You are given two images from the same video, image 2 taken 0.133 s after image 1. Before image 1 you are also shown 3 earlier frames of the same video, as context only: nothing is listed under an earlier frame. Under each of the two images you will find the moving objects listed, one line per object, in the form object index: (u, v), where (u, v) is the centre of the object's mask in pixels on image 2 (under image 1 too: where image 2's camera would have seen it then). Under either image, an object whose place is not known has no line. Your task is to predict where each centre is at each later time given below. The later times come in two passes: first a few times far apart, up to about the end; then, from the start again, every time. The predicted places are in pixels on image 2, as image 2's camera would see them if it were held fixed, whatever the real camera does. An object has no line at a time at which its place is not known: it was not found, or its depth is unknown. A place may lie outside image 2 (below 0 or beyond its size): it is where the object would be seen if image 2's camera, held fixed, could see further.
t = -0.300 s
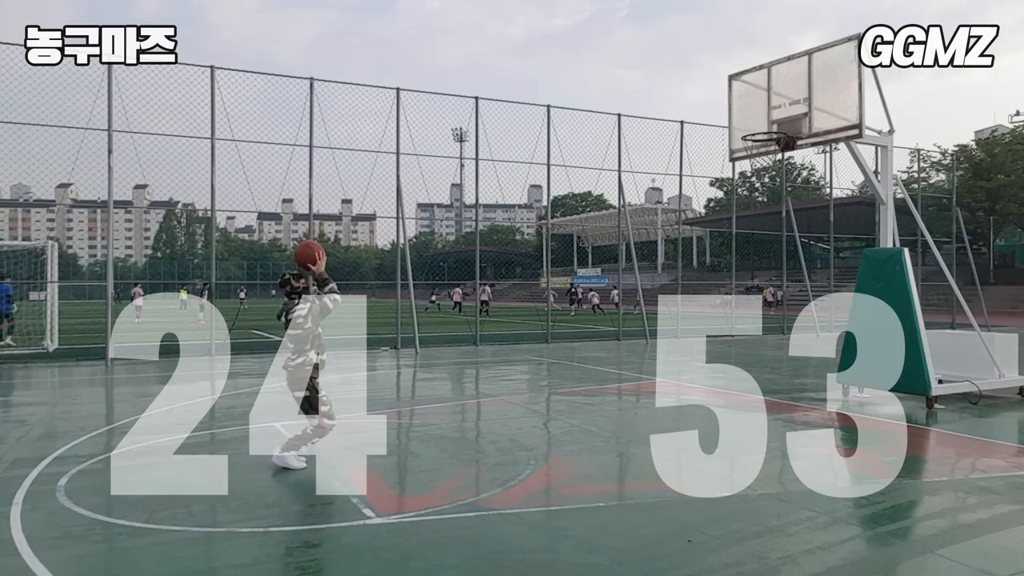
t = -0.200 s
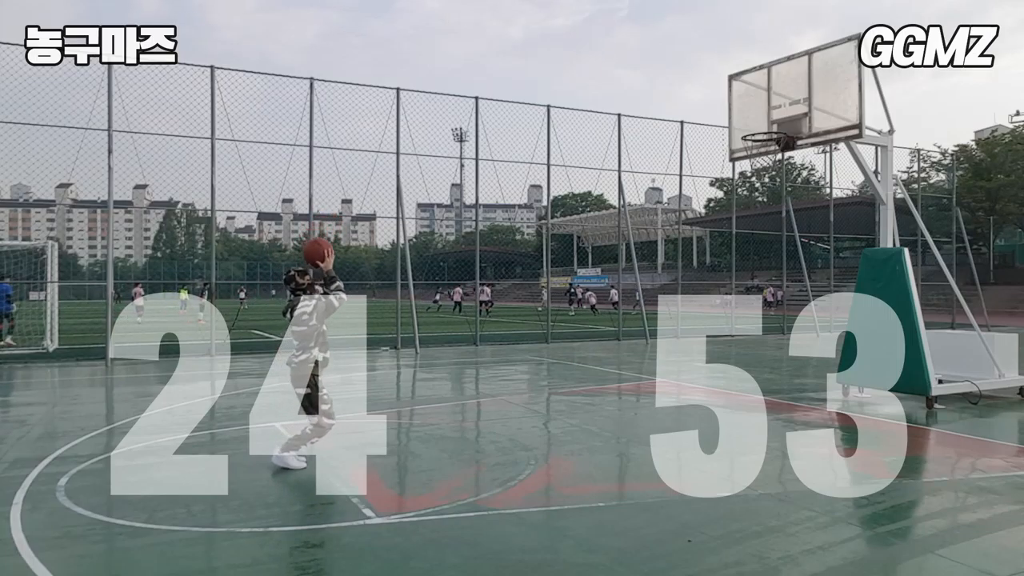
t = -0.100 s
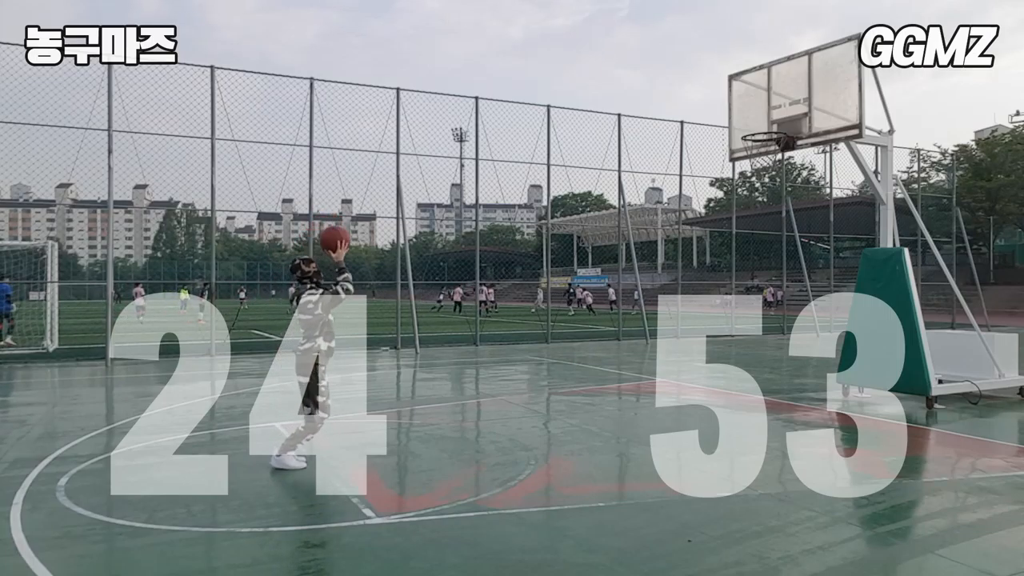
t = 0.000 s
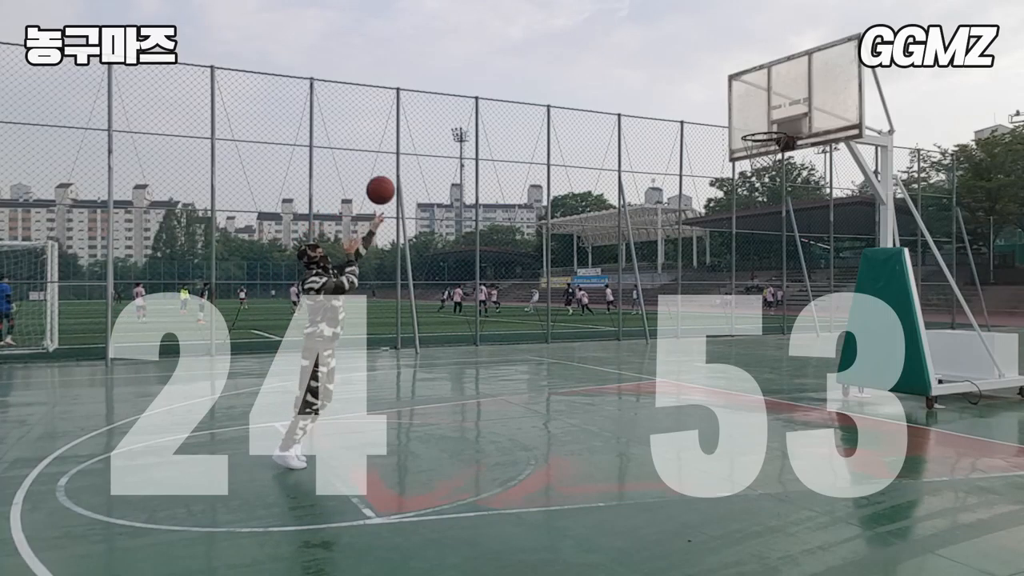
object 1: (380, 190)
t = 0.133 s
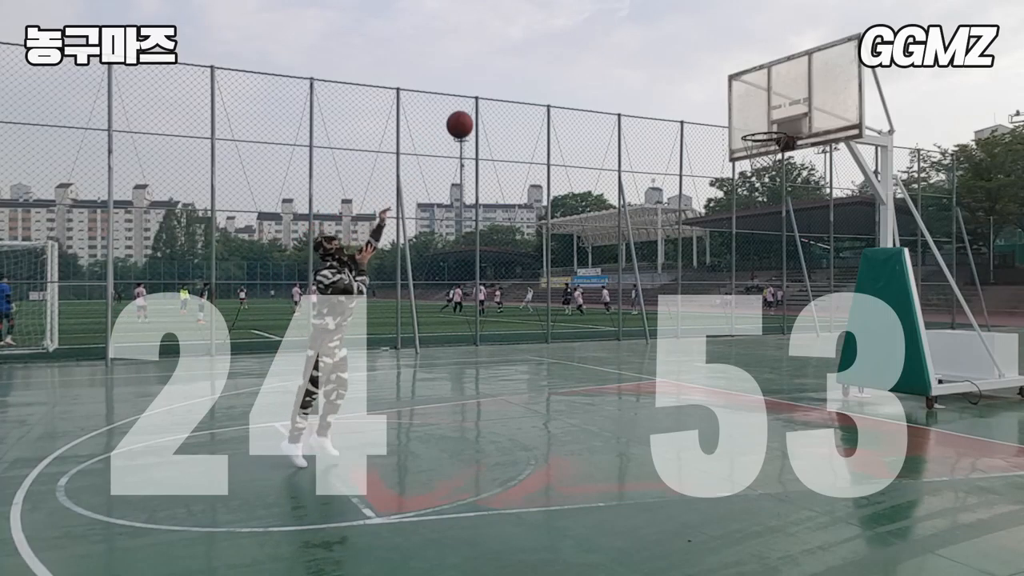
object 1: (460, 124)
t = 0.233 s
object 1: (513, 93)
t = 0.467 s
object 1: (624, 67)
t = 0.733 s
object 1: (730, 102)
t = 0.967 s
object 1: (758, 152)
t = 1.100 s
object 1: (761, 180)
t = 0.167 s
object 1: (478, 112)
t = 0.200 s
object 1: (496, 101)
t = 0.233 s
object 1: (513, 93)
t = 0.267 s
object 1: (530, 85)
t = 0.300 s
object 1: (547, 79)
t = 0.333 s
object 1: (563, 74)
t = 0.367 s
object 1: (579, 71)
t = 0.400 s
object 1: (594, 68)
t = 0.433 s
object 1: (609, 67)
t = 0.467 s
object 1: (624, 67)
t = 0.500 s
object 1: (638, 68)
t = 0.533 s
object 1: (652, 70)
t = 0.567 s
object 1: (666, 73)
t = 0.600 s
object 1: (680, 77)
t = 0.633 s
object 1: (693, 82)
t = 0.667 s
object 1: (706, 88)
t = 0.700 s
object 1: (718, 94)
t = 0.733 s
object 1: (730, 102)
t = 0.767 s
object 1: (742, 110)
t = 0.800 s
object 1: (754, 120)
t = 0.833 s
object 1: (765, 129)
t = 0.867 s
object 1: (768, 137)
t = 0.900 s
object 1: (762, 141)
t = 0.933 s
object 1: (758, 146)
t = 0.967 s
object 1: (758, 152)
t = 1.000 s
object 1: (759, 157)
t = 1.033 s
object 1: (760, 166)
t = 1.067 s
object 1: (760, 172)
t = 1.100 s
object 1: (761, 180)
